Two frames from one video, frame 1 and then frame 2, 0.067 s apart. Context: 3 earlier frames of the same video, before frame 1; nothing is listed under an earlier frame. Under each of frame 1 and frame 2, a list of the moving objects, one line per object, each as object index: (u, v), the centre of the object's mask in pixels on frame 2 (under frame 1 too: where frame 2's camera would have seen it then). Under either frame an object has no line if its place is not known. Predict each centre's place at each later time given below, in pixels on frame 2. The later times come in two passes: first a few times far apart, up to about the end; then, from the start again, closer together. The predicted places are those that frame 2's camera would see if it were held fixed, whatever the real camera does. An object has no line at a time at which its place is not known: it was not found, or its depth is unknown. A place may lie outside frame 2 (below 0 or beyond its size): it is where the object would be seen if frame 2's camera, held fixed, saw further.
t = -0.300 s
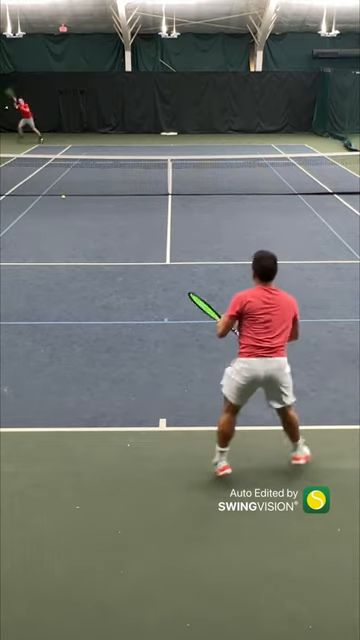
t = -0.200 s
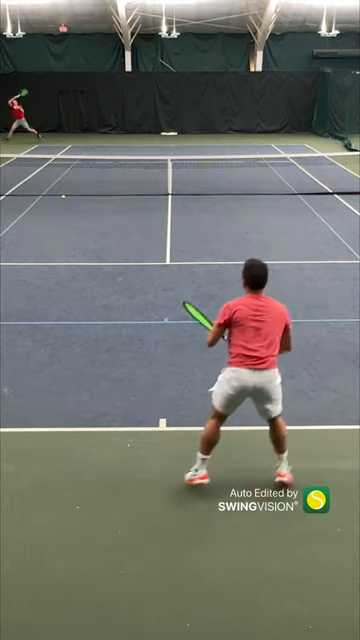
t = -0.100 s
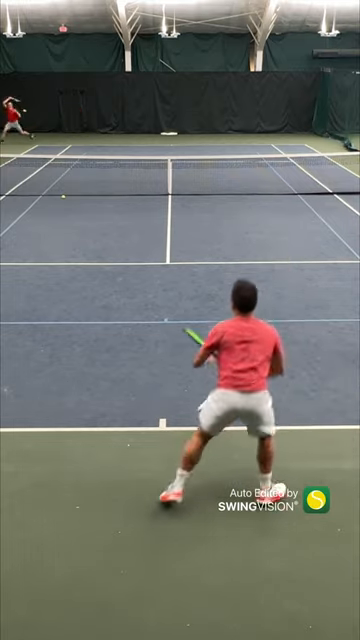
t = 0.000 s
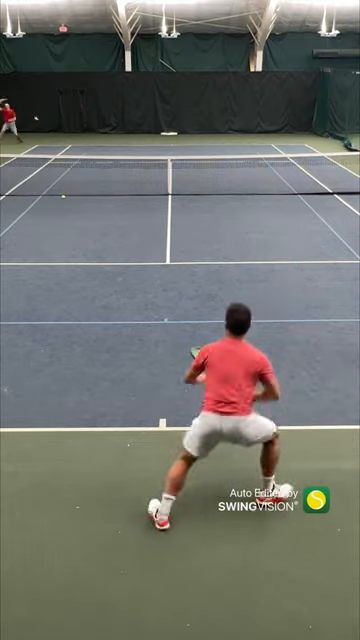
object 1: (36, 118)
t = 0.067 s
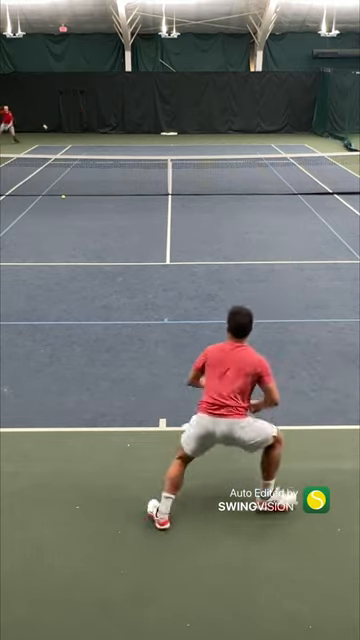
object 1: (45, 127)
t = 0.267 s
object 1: (75, 165)
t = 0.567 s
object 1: (145, 228)
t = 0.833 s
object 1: (228, 245)
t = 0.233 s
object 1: (72, 160)
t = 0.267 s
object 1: (75, 165)
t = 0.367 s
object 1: (100, 206)
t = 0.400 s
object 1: (108, 220)
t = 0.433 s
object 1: (116, 235)
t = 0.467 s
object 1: (123, 235)
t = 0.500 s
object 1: (131, 232)
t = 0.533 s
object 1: (138, 229)
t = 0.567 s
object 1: (145, 228)
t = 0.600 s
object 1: (153, 227)
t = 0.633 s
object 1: (162, 227)
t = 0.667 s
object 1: (171, 227)
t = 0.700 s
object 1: (181, 228)
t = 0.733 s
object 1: (192, 230)
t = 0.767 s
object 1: (203, 234)
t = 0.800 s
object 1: (215, 238)
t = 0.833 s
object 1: (228, 245)
